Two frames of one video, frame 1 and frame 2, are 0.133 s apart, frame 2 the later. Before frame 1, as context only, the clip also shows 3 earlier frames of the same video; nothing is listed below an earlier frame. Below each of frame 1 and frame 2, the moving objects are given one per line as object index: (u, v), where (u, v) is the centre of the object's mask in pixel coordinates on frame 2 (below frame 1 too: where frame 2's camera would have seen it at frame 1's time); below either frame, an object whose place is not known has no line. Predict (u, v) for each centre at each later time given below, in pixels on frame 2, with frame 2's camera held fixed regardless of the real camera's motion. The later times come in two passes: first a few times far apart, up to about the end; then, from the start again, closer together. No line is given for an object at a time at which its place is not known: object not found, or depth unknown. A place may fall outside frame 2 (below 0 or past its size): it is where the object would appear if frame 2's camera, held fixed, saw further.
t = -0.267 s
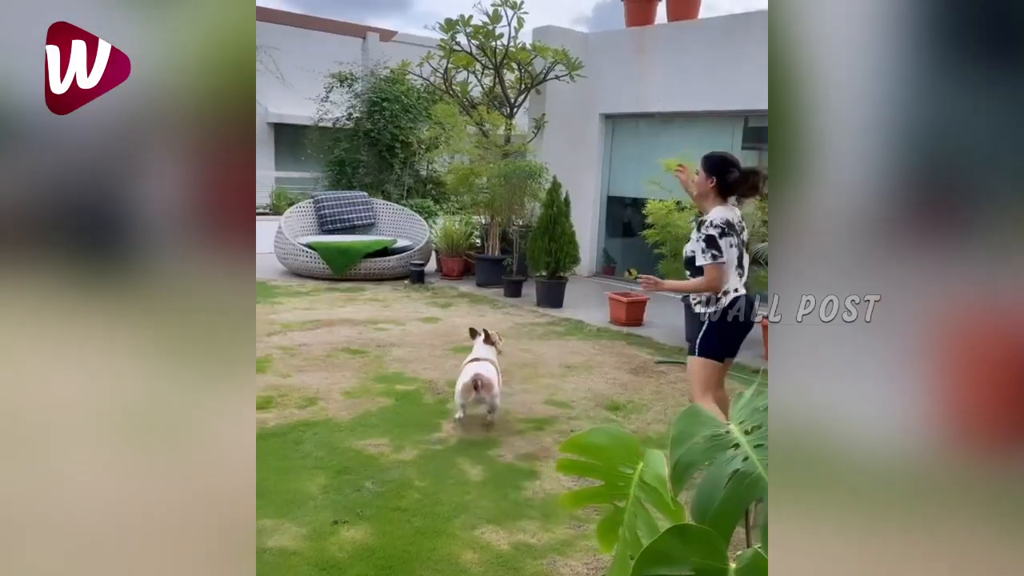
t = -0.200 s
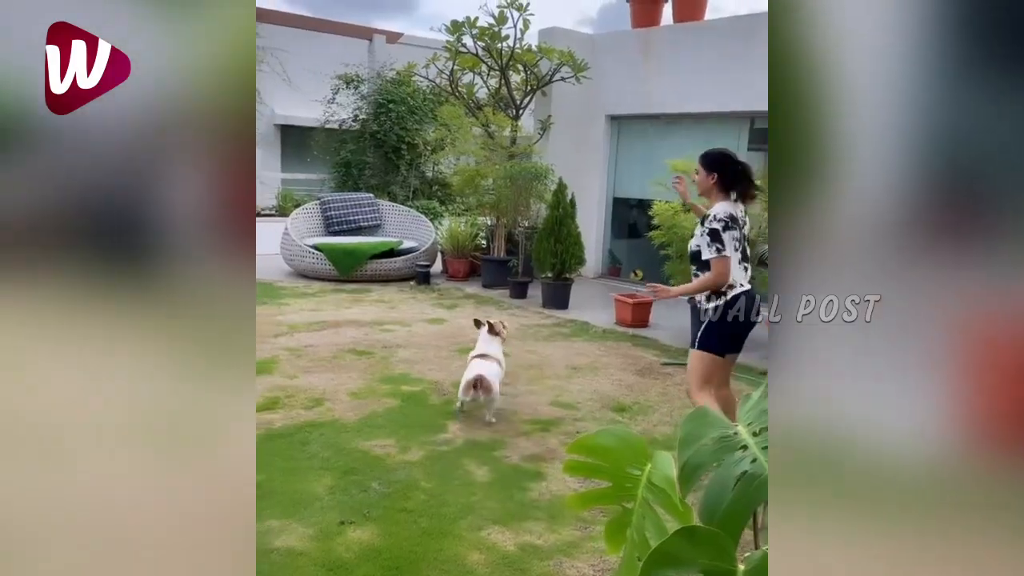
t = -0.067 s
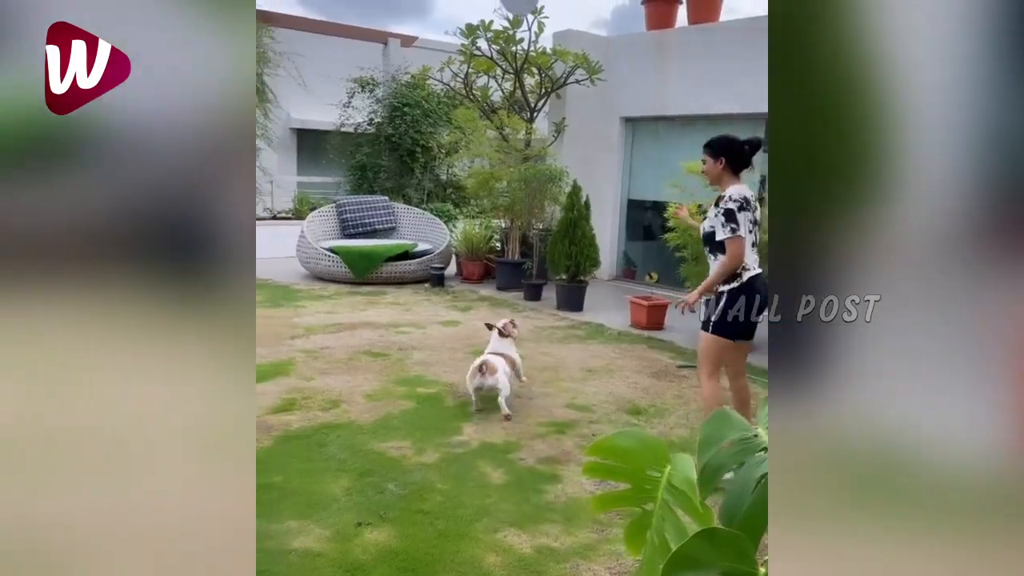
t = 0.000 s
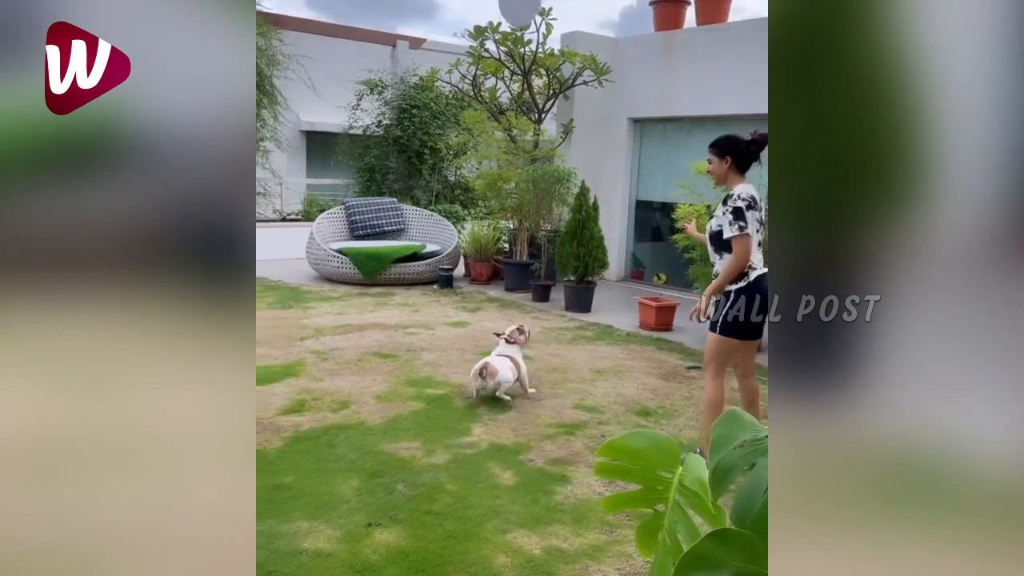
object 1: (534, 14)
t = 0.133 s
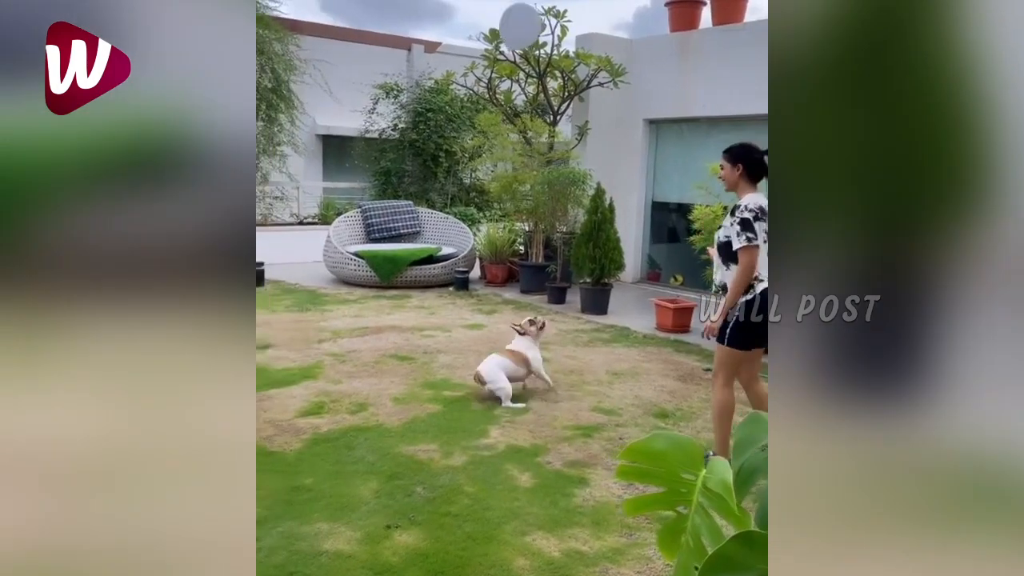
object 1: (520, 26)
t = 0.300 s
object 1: (504, 61)
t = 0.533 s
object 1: (484, 118)
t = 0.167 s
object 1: (516, 32)
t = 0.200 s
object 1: (513, 39)
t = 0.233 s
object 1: (510, 46)
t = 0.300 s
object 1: (504, 61)
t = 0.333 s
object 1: (500, 69)
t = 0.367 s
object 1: (497, 76)
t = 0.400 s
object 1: (495, 84)
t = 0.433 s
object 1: (492, 92)
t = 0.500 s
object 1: (487, 109)
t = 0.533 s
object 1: (484, 118)
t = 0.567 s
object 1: (482, 126)
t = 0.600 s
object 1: (480, 135)
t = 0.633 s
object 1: (478, 144)
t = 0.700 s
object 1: (474, 161)
